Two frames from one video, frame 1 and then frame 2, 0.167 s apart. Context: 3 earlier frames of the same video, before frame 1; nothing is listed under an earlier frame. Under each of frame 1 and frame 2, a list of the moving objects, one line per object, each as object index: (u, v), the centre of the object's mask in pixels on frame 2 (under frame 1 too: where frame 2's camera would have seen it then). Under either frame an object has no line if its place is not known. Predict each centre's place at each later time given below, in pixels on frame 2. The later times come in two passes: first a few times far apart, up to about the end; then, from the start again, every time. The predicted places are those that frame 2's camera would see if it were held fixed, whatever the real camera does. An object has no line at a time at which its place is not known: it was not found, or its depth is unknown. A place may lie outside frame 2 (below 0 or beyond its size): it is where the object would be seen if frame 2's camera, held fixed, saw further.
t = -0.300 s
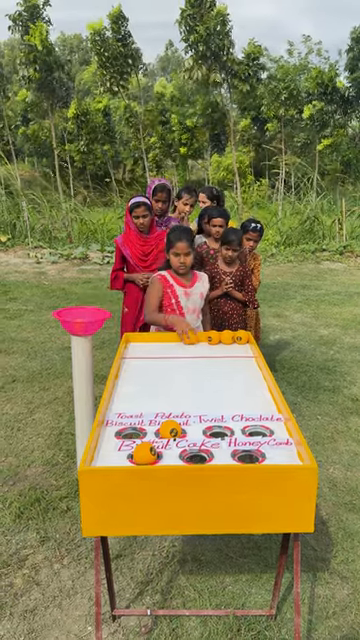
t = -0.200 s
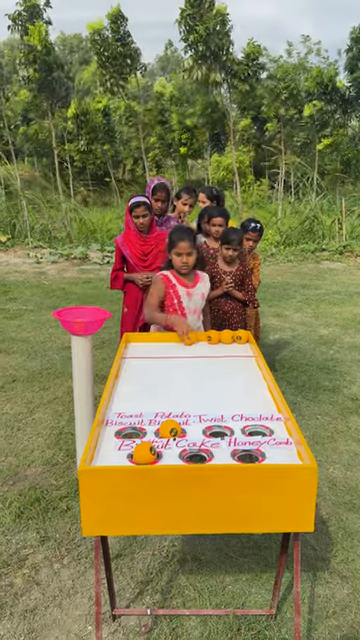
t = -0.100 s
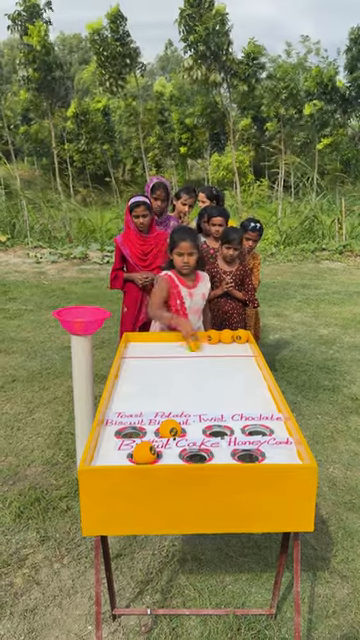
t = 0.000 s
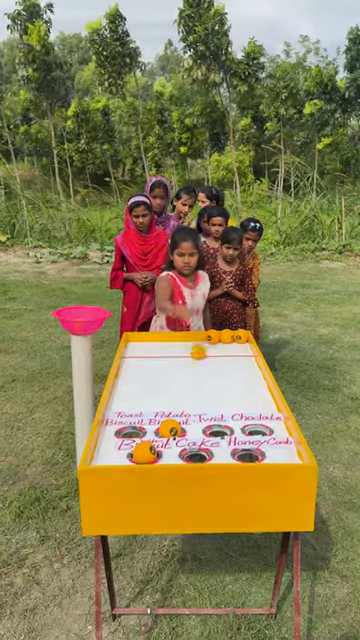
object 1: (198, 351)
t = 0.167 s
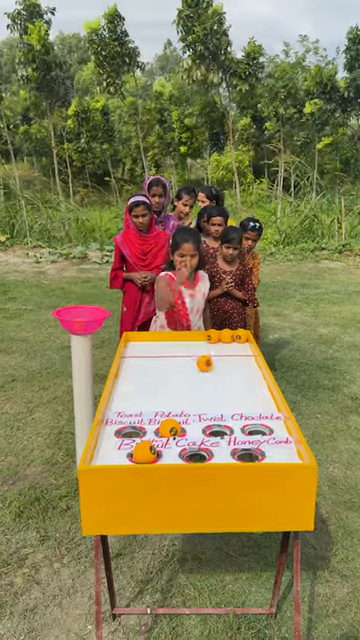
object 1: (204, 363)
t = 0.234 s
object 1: (207, 368)
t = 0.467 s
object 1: (218, 386)
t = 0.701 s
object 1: (229, 405)
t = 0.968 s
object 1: (244, 428)
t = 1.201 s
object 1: (244, 449)
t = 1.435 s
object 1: (224, 444)
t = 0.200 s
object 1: (206, 366)
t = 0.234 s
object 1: (207, 368)
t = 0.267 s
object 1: (209, 371)
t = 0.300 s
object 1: (210, 373)
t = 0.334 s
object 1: (212, 375)
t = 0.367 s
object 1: (213, 379)
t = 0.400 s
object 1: (215, 381)
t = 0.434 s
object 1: (216, 384)
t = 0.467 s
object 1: (218, 386)
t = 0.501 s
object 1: (219, 389)
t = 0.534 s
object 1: (221, 392)
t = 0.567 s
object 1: (223, 395)
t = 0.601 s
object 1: (224, 397)
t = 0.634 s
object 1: (226, 400)
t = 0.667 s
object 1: (227, 403)
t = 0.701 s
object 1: (229, 405)
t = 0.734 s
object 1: (231, 409)
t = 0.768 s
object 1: (233, 412)
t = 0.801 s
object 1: (235, 414)
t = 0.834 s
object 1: (237, 417)
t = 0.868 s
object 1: (238, 420)
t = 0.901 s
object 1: (240, 423)
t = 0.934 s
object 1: (242, 426)
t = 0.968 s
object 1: (244, 428)
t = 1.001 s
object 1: (246, 431)
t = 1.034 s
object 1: (247, 434)
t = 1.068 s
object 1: (249, 436)
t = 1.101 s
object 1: (251, 441)
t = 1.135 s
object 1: (251, 448)
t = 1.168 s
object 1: (248, 450)
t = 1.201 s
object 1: (244, 449)
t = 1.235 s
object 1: (240, 447)
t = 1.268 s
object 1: (237, 446)
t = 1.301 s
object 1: (235, 445)
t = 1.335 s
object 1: (232, 444)
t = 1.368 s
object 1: (230, 443)
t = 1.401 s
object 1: (227, 444)
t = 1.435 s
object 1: (224, 444)
